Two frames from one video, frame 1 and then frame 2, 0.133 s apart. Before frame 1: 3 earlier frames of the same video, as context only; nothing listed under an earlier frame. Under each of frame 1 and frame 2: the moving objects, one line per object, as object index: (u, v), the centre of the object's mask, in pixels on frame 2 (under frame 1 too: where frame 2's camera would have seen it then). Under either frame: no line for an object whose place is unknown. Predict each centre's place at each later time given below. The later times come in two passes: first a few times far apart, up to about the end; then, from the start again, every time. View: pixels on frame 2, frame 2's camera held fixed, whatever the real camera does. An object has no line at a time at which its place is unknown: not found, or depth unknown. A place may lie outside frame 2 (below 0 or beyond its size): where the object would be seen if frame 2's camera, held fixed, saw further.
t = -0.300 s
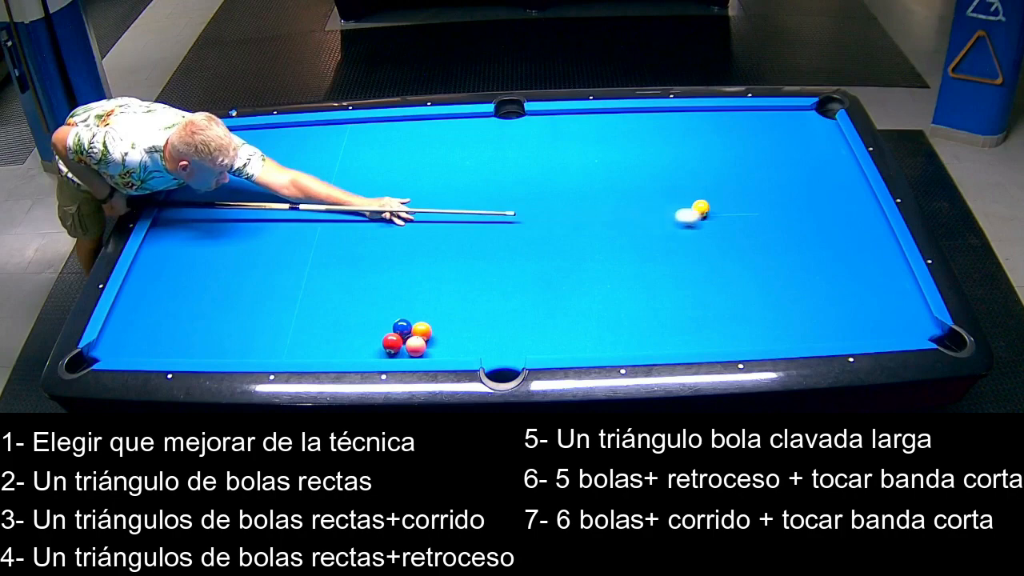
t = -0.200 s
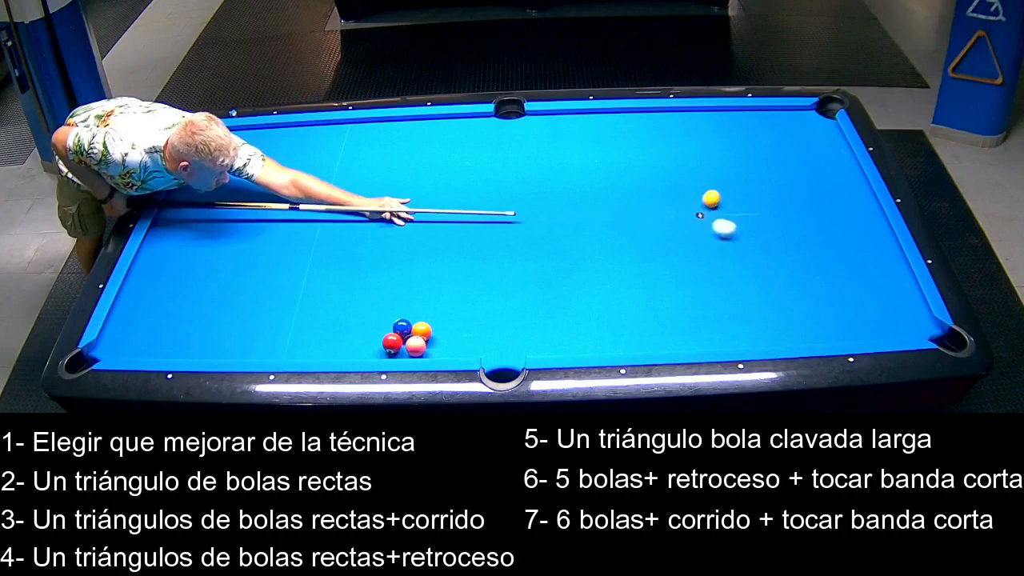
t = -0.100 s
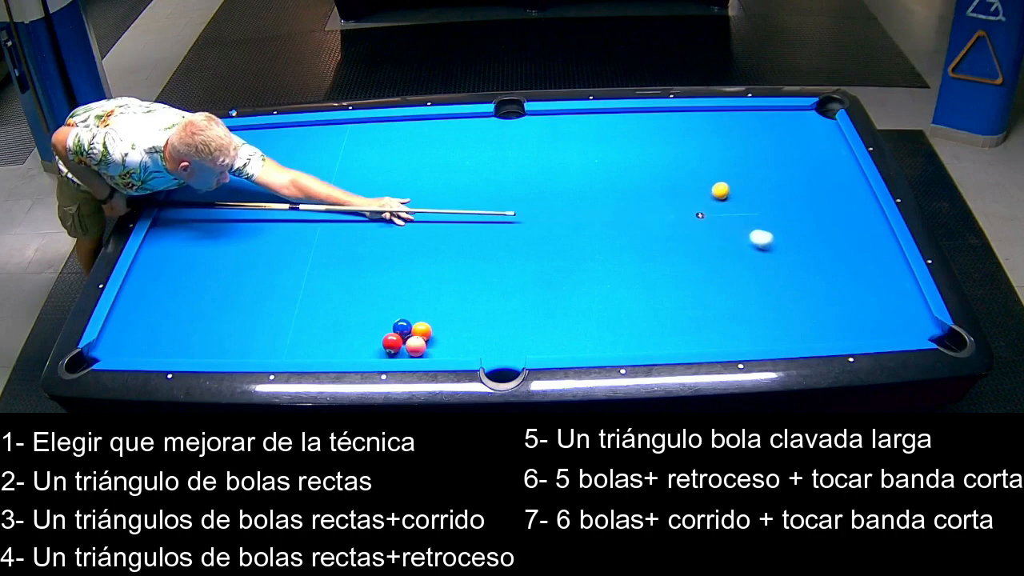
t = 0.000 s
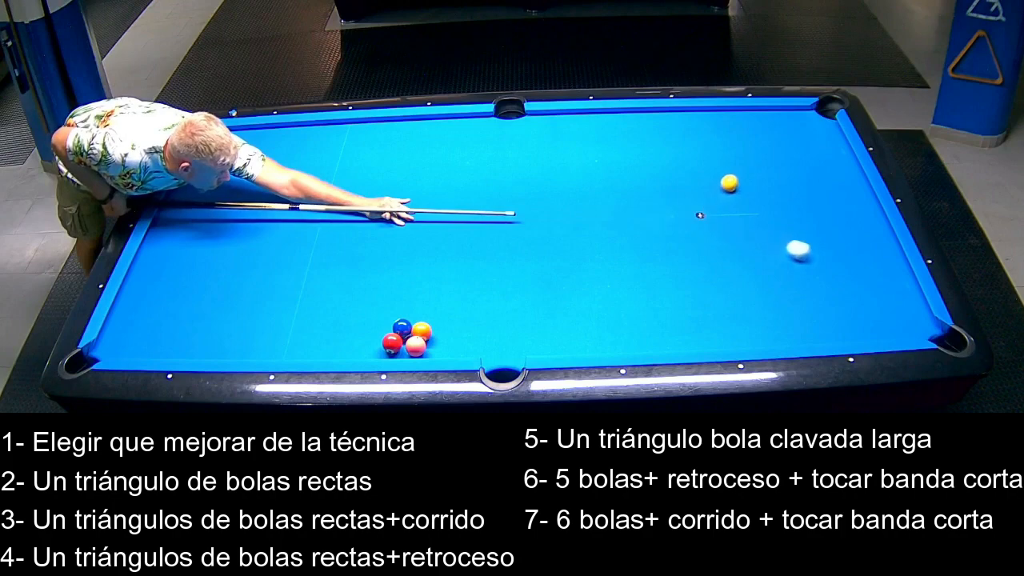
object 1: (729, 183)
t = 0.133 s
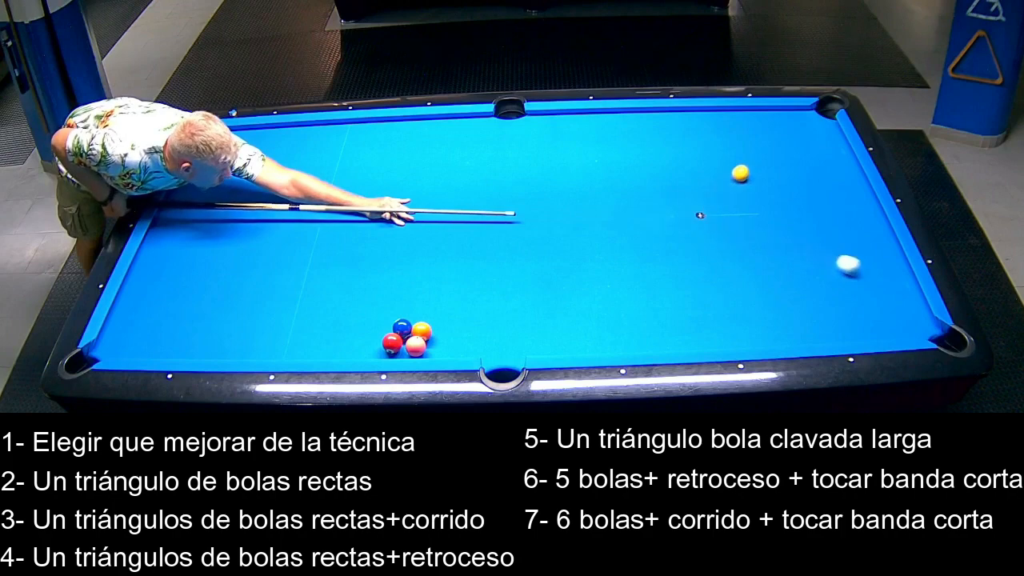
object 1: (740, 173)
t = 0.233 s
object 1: (748, 166)
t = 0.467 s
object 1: (765, 151)
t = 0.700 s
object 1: (781, 137)
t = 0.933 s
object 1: (795, 124)
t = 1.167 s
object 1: (809, 113)
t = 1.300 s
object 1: (817, 111)
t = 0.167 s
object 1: (743, 171)
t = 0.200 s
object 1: (746, 168)
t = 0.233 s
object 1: (748, 166)
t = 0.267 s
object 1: (751, 164)
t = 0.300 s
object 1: (753, 162)
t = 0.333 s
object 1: (756, 159)
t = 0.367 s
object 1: (758, 157)
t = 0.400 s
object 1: (761, 155)
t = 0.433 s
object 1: (763, 153)
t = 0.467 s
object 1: (765, 151)
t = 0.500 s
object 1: (768, 149)
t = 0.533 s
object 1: (770, 147)
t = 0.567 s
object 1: (772, 145)
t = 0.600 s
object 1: (775, 143)
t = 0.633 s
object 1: (777, 141)
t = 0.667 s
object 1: (779, 139)
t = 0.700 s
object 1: (781, 137)
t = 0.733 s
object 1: (783, 135)
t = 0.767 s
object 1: (785, 133)
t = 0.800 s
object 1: (788, 132)
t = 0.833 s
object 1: (789, 130)
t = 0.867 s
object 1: (791, 128)
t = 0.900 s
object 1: (794, 126)
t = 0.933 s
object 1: (795, 124)
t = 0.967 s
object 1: (797, 123)
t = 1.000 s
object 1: (799, 121)
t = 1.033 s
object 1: (801, 119)
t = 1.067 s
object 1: (803, 118)
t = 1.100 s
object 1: (805, 116)
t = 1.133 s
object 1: (807, 114)
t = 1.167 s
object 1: (809, 113)
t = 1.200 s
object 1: (811, 111)
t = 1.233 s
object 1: (813, 110)
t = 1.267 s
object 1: (815, 111)
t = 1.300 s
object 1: (817, 111)
